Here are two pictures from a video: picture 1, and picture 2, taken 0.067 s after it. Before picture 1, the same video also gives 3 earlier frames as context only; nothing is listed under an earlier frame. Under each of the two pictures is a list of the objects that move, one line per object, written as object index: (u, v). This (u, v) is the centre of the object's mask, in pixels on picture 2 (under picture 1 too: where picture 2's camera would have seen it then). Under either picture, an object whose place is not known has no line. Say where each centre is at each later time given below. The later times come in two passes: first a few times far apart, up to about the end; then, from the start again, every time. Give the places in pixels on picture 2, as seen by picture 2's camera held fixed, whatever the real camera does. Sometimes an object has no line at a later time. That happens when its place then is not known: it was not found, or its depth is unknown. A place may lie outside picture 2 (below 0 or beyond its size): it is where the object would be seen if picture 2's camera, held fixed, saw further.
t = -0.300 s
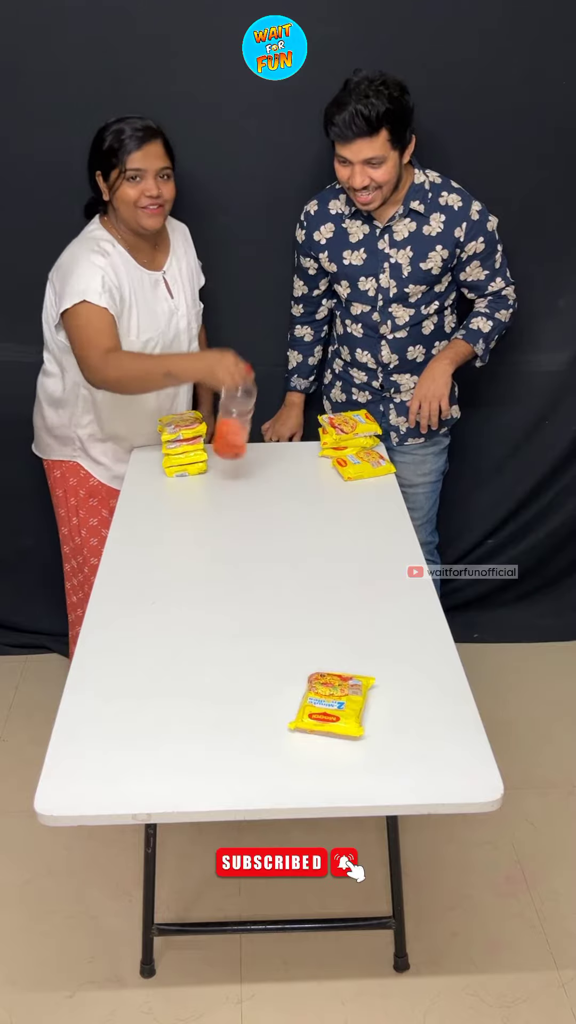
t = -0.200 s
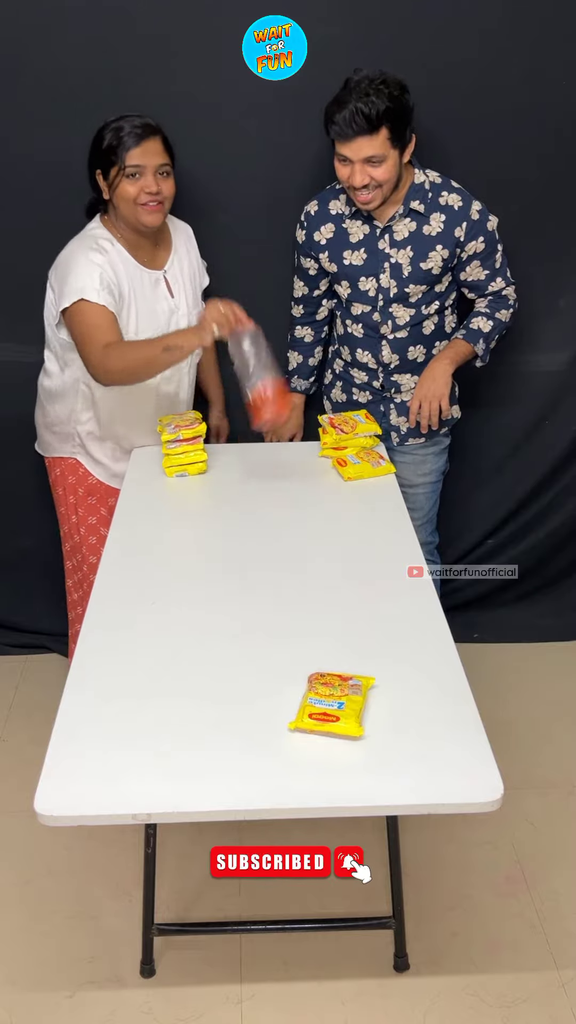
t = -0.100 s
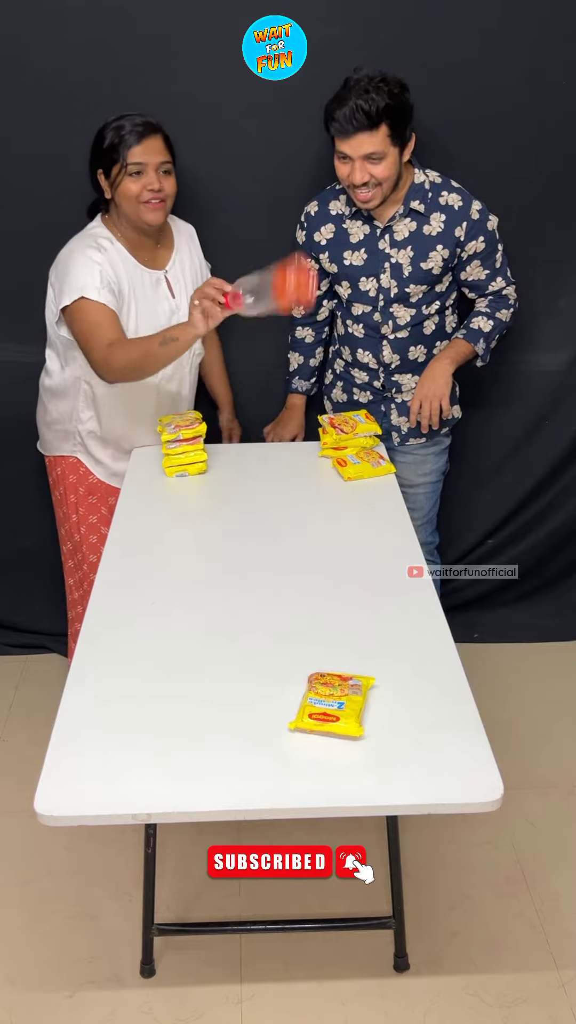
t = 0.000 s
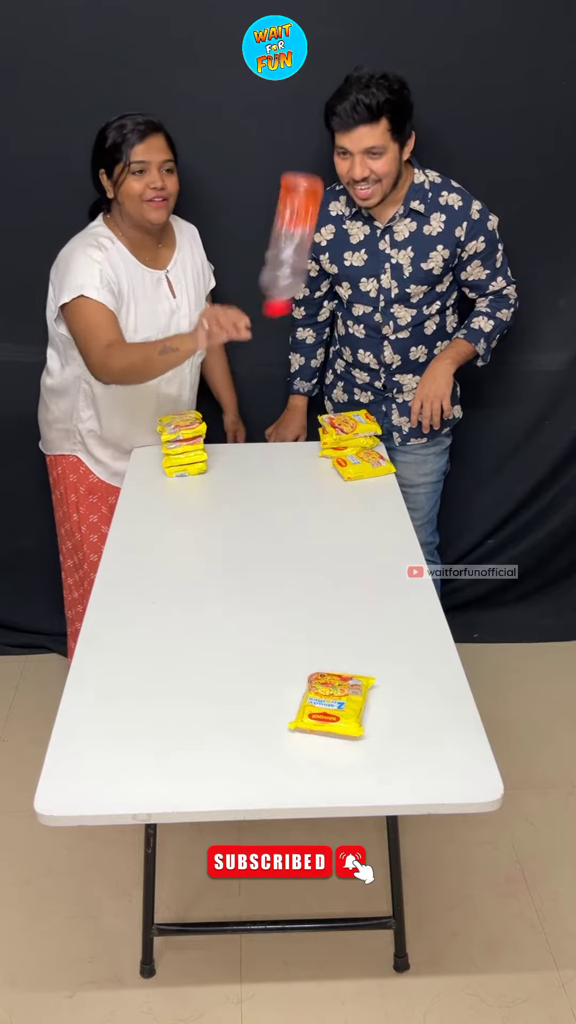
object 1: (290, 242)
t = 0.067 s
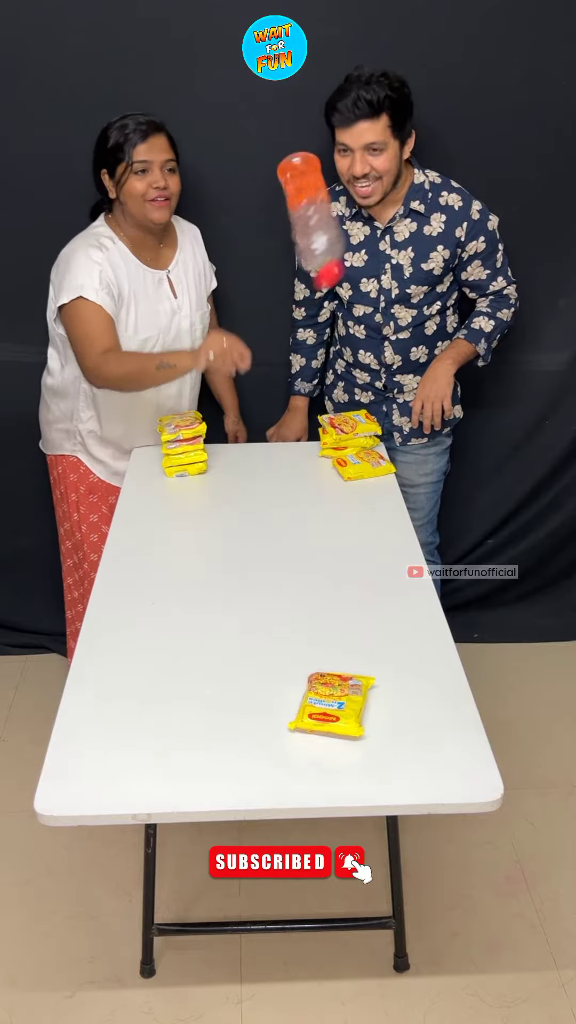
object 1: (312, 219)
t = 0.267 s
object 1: (336, 278)
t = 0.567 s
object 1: (341, 539)
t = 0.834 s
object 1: (346, 539)
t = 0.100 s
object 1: (321, 208)
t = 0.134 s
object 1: (326, 205)
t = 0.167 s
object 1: (329, 211)
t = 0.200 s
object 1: (332, 226)
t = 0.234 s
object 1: (334, 249)
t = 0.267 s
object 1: (336, 278)
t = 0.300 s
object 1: (334, 317)
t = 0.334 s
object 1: (335, 356)
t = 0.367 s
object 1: (335, 403)
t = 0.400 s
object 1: (335, 460)
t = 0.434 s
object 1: (336, 512)
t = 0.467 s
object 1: (334, 519)
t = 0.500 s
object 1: (337, 532)
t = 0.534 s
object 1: (341, 538)
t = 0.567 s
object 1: (341, 539)
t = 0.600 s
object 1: (341, 539)
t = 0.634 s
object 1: (342, 539)
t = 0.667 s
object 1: (343, 539)
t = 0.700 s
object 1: (344, 540)
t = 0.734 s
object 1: (345, 540)
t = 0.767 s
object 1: (345, 539)
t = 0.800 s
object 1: (346, 539)
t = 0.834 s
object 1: (346, 539)
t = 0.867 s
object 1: (346, 539)
